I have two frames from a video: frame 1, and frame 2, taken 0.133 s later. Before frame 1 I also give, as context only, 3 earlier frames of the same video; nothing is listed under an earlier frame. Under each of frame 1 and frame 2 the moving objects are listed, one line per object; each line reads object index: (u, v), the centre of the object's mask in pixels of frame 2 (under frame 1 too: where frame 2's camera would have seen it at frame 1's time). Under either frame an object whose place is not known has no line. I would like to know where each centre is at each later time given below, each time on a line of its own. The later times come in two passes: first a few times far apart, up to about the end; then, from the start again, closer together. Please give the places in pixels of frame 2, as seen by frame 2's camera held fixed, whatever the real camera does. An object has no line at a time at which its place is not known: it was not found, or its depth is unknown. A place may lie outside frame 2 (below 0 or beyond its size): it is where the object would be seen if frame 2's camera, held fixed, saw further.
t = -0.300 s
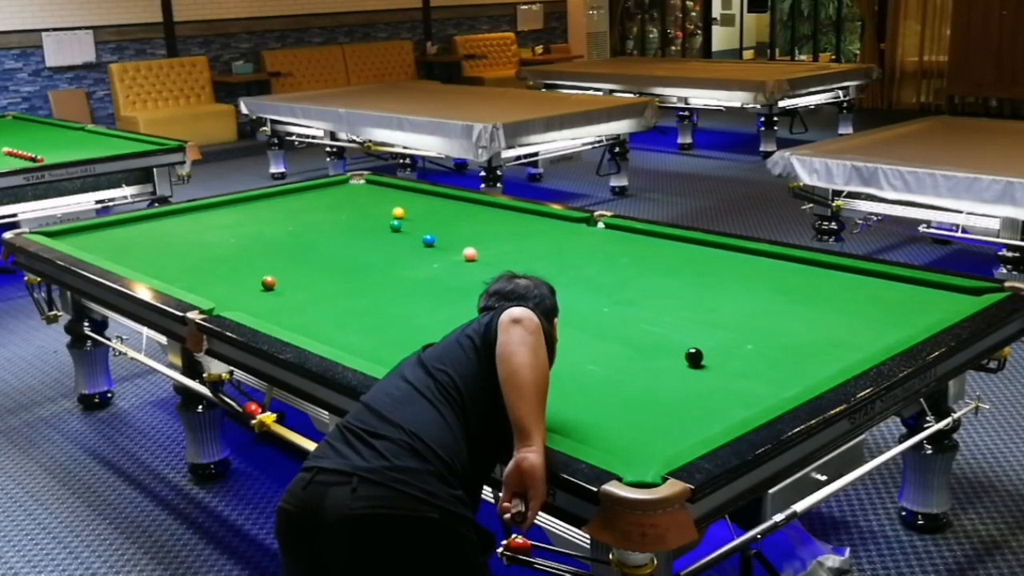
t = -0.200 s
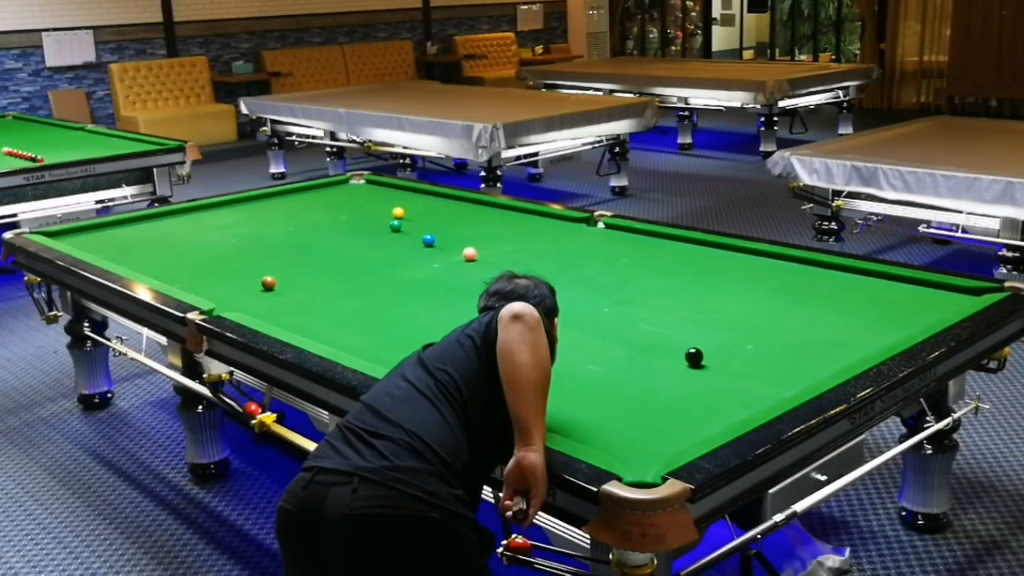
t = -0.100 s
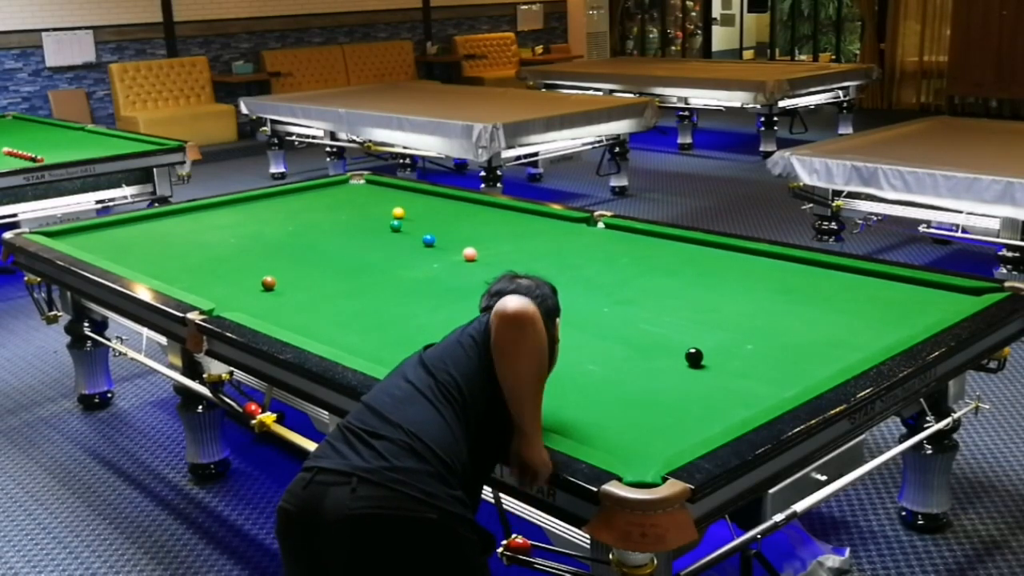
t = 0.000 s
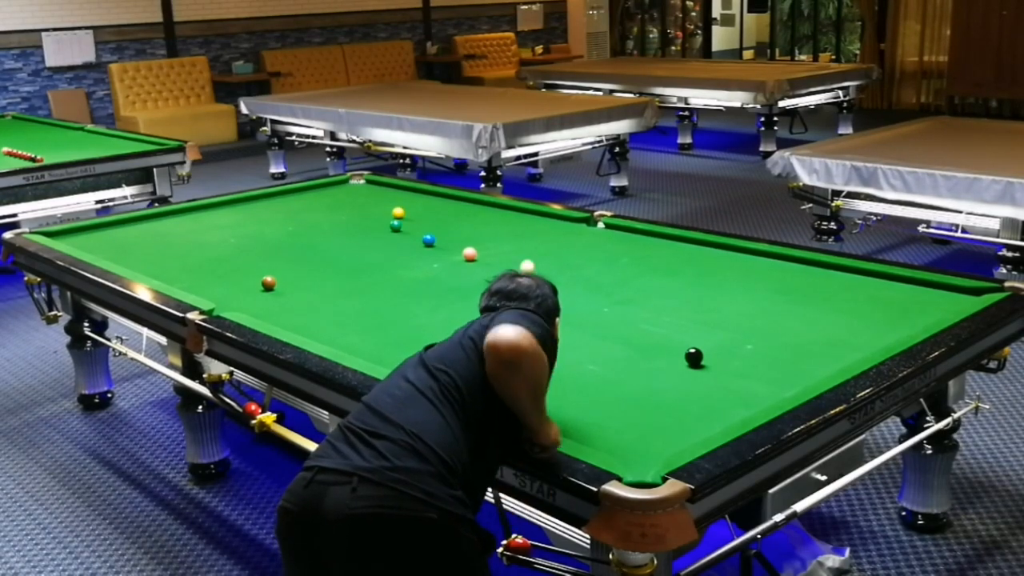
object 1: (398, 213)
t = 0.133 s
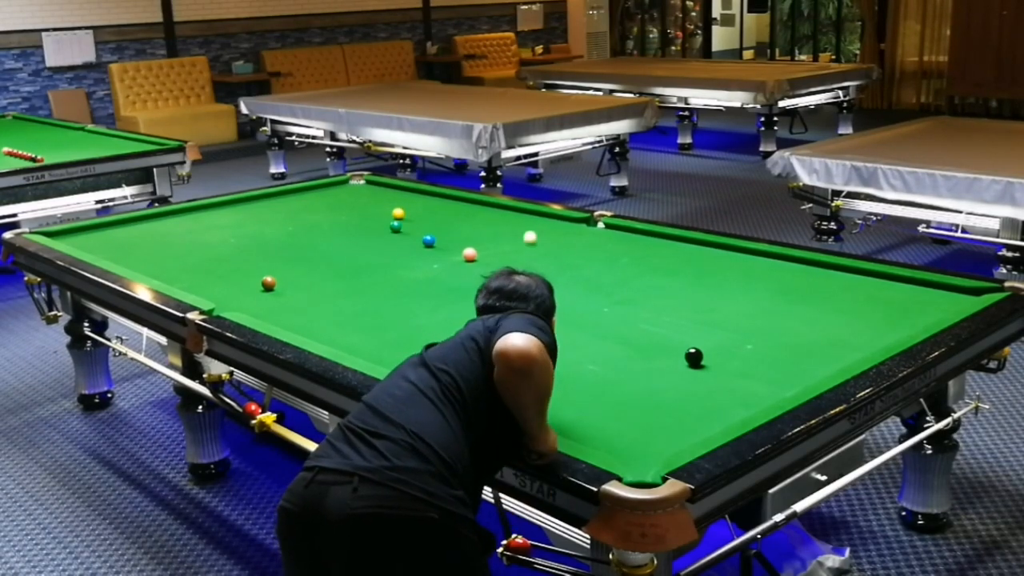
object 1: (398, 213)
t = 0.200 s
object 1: (398, 213)
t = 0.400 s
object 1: (398, 214)
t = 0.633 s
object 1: (357, 219)
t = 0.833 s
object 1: (300, 225)
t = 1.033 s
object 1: (243, 233)
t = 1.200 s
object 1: (195, 240)
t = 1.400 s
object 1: (136, 248)
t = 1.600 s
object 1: (102, 251)
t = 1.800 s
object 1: (133, 242)
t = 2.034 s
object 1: (164, 233)
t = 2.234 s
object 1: (188, 226)
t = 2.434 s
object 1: (211, 219)
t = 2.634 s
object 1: (231, 213)
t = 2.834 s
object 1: (251, 207)
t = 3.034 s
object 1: (269, 202)
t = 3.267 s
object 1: (288, 197)
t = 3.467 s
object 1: (303, 192)
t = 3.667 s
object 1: (317, 187)
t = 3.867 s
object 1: (331, 184)
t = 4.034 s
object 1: (338, 181)
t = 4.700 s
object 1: (347, 180)
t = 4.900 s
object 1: (347, 181)
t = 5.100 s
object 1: (346, 182)
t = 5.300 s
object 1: (346, 183)
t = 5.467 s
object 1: (343, 183)
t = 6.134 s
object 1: (345, 185)
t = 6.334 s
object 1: (345, 185)
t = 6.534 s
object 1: (345, 185)
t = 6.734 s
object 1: (345, 185)
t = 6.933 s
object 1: (345, 185)
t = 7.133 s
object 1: (346, 186)
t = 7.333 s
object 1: (345, 185)
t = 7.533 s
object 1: (345, 185)
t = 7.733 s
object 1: (345, 185)
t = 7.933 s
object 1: (345, 185)
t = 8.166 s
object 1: (345, 185)
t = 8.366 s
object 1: (345, 185)
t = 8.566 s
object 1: (345, 185)
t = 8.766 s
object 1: (345, 185)
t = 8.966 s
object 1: (345, 185)
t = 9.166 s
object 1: (345, 185)
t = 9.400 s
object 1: (345, 185)
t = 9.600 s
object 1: (345, 185)
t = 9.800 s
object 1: (345, 185)
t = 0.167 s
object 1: (398, 213)
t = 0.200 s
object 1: (398, 213)
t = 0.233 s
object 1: (398, 213)
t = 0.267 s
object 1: (398, 214)
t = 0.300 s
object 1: (398, 214)
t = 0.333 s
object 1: (398, 214)
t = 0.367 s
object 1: (398, 214)
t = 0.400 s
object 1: (398, 214)
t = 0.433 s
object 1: (398, 214)
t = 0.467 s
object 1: (398, 213)
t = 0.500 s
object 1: (398, 213)
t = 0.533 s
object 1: (391, 214)
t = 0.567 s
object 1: (379, 215)
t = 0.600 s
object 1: (368, 217)
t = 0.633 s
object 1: (357, 219)
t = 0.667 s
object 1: (347, 219)
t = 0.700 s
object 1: (337, 221)
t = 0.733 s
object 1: (328, 222)
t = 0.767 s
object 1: (318, 223)
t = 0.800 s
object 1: (309, 224)
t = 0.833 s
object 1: (300, 225)
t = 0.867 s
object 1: (290, 227)
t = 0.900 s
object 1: (281, 228)
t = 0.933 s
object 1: (272, 229)
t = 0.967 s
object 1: (262, 231)
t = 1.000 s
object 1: (253, 232)
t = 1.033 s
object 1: (243, 233)
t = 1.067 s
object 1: (233, 235)
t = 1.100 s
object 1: (224, 236)
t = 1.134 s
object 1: (214, 237)
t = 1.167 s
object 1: (204, 238)
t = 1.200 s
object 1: (195, 240)
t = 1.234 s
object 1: (185, 241)
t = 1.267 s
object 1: (175, 242)
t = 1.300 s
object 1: (165, 244)
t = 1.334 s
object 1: (155, 245)
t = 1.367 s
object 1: (145, 246)
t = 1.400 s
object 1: (136, 248)
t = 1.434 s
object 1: (125, 249)
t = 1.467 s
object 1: (115, 251)
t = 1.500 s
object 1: (106, 252)
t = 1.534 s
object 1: (96, 252)
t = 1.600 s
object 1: (102, 251)
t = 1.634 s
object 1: (108, 250)
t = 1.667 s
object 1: (113, 248)
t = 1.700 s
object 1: (118, 246)
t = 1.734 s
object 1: (123, 245)
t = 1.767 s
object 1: (128, 244)
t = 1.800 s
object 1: (133, 242)
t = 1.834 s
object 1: (137, 241)
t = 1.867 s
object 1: (142, 240)
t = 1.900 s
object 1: (147, 238)
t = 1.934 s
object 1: (151, 237)
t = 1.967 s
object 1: (155, 236)
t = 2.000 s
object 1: (159, 234)
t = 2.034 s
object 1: (164, 233)
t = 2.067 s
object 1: (168, 232)
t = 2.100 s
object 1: (172, 230)
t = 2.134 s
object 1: (176, 230)
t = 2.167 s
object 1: (180, 228)
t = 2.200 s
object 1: (184, 227)
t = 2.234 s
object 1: (188, 226)
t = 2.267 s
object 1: (192, 225)
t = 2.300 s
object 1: (196, 223)
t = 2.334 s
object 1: (199, 222)
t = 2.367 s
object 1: (204, 221)
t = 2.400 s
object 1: (207, 220)
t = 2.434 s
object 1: (211, 219)
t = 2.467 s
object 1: (214, 218)
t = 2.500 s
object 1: (218, 217)
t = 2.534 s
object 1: (221, 216)
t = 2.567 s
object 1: (225, 215)
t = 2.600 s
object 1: (228, 214)
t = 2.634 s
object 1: (231, 213)
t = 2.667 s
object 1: (235, 212)
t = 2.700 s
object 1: (238, 211)
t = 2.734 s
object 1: (241, 210)
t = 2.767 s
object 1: (244, 209)
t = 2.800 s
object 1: (248, 209)
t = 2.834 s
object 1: (251, 207)
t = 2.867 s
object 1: (254, 207)
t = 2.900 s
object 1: (257, 206)
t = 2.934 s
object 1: (260, 205)
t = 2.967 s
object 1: (263, 204)
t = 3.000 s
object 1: (266, 203)
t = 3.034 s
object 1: (269, 202)
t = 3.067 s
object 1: (271, 201)
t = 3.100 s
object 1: (274, 201)
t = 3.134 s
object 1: (277, 200)
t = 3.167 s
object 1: (280, 199)
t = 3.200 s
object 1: (283, 198)
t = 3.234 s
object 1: (285, 197)
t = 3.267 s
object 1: (288, 197)
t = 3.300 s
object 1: (290, 196)
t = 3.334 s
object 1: (293, 195)
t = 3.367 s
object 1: (295, 194)
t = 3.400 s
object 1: (298, 193)
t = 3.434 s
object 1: (301, 193)
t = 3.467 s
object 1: (303, 192)
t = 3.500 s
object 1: (306, 191)
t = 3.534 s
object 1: (308, 190)
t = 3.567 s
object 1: (310, 190)
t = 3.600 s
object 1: (313, 189)
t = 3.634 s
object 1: (315, 188)
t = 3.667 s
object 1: (317, 187)
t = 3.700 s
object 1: (320, 187)
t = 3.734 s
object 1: (322, 186)
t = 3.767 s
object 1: (324, 186)
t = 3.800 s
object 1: (326, 185)
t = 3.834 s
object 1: (328, 184)
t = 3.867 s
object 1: (331, 184)
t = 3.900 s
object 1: (333, 183)
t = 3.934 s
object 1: (334, 183)
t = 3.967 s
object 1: (336, 182)
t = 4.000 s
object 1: (337, 181)
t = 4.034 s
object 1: (338, 181)
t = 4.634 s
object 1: (343, 180)
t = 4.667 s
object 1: (345, 181)
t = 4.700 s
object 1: (347, 180)
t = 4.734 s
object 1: (348, 181)
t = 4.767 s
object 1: (347, 181)
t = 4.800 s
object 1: (347, 181)
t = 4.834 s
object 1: (347, 181)
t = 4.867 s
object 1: (347, 181)
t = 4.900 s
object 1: (347, 181)
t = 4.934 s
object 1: (347, 181)
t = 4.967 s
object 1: (346, 181)
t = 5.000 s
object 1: (346, 182)
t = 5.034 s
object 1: (346, 182)
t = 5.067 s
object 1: (346, 182)
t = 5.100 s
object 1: (346, 182)
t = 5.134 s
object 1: (346, 182)
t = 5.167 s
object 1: (346, 182)
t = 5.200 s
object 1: (346, 182)
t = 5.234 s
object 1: (346, 183)
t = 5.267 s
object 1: (346, 183)
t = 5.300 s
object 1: (346, 183)
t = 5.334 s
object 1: (346, 183)
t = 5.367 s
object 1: (346, 183)
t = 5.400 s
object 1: (346, 183)
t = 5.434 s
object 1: (346, 183)
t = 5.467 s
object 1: (343, 183)
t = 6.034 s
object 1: (347, 184)
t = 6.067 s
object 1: (345, 185)
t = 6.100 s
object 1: (345, 185)
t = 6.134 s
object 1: (345, 185)
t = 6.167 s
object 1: (345, 185)
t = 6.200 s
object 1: (345, 185)
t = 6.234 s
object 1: (345, 185)
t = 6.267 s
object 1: (345, 185)
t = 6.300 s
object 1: (345, 185)
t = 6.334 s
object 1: (345, 185)
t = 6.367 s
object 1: (345, 185)
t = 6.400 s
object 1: (345, 185)
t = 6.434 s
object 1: (345, 185)
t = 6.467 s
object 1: (345, 185)
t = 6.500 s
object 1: (345, 185)
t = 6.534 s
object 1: (345, 185)
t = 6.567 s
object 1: (345, 185)
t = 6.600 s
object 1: (345, 185)
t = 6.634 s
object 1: (345, 185)
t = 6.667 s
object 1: (345, 185)
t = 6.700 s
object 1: (345, 185)
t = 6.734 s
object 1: (345, 185)
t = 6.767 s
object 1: (345, 185)
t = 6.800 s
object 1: (345, 185)
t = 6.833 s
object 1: (345, 185)
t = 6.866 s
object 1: (345, 185)
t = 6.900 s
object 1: (345, 185)
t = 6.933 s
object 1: (345, 185)
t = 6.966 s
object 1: (345, 185)
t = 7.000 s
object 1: (345, 185)
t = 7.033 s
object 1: (345, 185)
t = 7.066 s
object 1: (345, 185)
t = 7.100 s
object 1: (345, 185)
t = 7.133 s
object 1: (346, 186)
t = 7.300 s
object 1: (345, 185)
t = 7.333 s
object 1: (345, 185)
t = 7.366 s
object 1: (345, 185)
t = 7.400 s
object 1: (345, 185)
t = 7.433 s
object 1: (345, 185)
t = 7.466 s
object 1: (345, 185)
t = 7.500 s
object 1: (345, 185)
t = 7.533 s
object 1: (345, 185)
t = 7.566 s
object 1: (345, 185)
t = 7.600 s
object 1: (345, 185)
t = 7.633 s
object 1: (345, 185)
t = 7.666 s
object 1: (345, 185)
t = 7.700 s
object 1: (345, 185)
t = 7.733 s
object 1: (345, 185)
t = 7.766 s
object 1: (345, 185)
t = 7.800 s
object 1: (345, 185)
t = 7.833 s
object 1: (345, 185)
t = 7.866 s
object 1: (345, 185)
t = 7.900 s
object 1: (345, 185)
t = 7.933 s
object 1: (345, 185)
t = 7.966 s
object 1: (345, 185)
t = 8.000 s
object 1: (345, 185)
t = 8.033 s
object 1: (345, 185)
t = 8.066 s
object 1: (345, 185)
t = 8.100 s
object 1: (345, 185)
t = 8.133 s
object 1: (345, 185)
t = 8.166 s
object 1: (345, 185)
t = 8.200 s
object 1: (345, 185)
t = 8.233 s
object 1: (345, 185)
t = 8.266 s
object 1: (345, 185)
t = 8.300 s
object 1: (345, 185)
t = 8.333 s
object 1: (345, 185)
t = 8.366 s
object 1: (345, 185)
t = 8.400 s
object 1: (345, 185)
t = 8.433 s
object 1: (345, 185)
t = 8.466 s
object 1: (345, 185)
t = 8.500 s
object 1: (345, 185)
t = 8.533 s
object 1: (345, 185)
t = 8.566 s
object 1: (345, 185)
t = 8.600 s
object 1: (345, 185)
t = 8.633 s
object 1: (345, 185)
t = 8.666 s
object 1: (345, 185)
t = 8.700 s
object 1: (345, 185)
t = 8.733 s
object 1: (345, 185)
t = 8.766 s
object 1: (345, 185)
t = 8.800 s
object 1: (345, 185)
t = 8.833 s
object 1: (345, 185)
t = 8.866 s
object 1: (345, 185)
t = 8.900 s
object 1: (345, 185)
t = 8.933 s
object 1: (345, 185)
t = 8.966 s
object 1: (345, 185)
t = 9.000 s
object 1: (345, 185)
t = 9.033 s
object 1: (345, 185)
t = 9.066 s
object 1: (345, 185)
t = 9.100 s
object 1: (345, 185)
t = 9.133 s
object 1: (345, 185)
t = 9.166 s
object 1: (345, 185)
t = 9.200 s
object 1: (345, 185)
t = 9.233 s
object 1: (345, 185)
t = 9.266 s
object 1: (345, 185)
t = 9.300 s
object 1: (345, 185)
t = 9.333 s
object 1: (345, 185)
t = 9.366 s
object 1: (345, 185)
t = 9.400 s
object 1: (345, 185)
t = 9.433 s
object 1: (345, 185)
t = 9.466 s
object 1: (345, 185)
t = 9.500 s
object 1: (345, 185)
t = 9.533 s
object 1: (345, 185)
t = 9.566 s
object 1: (345, 185)
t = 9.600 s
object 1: (345, 185)
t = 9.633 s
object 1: (345, 185)
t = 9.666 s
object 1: (345, 185)
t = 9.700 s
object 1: (345, 185)
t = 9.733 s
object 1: (345, 185)
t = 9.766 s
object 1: (345, 185)
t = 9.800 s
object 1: (345, 185)
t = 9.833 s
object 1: (345, 185)
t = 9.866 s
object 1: (345, 185)
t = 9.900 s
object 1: (345, 185)
